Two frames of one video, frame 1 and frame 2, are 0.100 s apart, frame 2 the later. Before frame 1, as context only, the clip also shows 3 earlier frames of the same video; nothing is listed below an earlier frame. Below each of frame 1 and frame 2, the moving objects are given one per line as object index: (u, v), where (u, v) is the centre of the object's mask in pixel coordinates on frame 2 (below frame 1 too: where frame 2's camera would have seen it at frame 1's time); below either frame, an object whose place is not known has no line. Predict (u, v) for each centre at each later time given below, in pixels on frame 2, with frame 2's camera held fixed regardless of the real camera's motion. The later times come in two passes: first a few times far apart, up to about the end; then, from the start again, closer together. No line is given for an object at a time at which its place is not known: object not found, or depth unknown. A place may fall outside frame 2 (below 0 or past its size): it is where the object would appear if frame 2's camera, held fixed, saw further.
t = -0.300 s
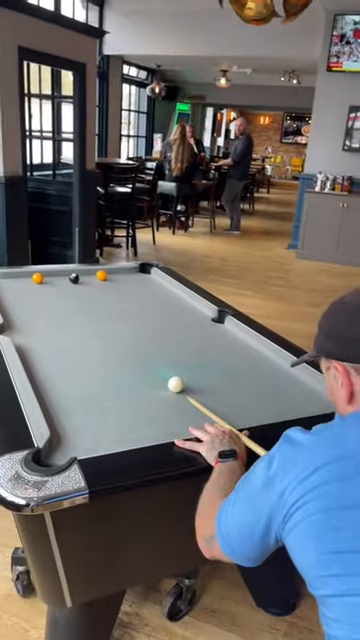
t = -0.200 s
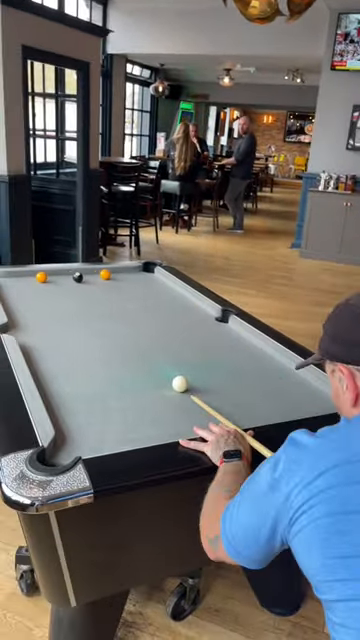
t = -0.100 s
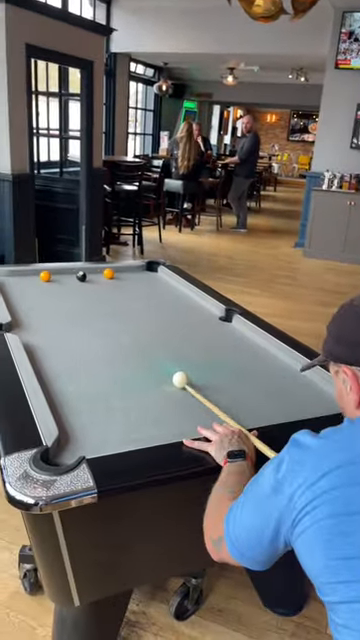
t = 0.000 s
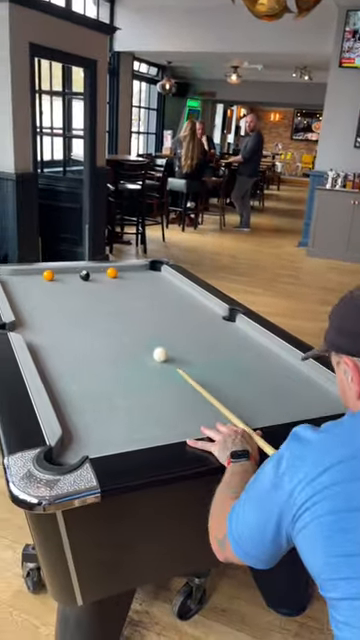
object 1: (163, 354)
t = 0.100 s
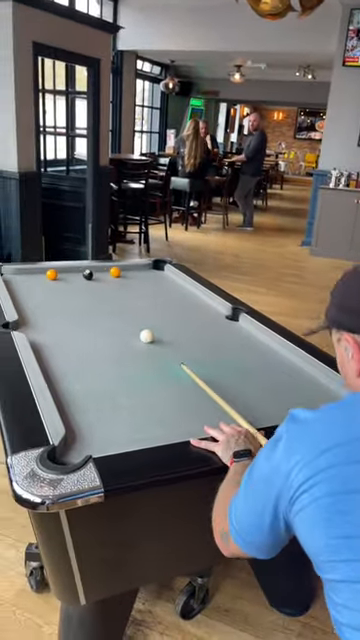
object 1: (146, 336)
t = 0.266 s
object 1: (126, 315)
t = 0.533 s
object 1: (102, 289)
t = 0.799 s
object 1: (95, 277)
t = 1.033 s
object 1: (98, 272)
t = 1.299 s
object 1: (101, 269)
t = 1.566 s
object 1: (106, 269)
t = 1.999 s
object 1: (107, 270)
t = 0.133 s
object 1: (142, 331)
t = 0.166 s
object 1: (137, 327)
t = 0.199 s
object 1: (133, 323)
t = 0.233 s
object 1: (130, 319)
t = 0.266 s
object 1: (126, 315)
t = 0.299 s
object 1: (123, 311)
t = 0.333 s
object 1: (119, 308)
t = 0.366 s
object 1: (116, 304)
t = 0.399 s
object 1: (113, 301)
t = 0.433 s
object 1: (109, 298)
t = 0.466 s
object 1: (107, 294)
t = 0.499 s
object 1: (104, 292)
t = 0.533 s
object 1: (102, 289)
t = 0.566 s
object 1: (99, 286)
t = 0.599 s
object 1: (96, 283)
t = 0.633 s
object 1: (94, 281)
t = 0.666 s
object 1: (92, 278)
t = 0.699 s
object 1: (92, 278)
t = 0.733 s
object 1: (94, 277)
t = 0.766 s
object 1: (94, 277)
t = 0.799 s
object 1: (95, 277)
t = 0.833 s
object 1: (95, 276)
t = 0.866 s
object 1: (96, 276)
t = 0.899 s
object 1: (96, 275)
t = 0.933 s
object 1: (96, 275)
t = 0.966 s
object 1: (98, 273)
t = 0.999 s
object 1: (98, 273)
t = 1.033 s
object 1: (98, 272)
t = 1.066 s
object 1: (99, 272)
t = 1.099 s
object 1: (99, 272)
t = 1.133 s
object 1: (99, 272)
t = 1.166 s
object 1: (100, 271)
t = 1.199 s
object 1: (100, 271)
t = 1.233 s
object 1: (101, 270)
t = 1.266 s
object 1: (101, 270)
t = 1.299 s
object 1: (101, 269)
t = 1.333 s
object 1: (102, 269)
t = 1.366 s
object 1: (102, 269)
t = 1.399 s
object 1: (103, 269)
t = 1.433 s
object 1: (104, 269)
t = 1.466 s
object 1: (105, 269)
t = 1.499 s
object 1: (105, 269)
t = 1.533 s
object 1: (106, 269)
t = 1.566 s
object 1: (106, 269)
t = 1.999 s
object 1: (107, 270)
